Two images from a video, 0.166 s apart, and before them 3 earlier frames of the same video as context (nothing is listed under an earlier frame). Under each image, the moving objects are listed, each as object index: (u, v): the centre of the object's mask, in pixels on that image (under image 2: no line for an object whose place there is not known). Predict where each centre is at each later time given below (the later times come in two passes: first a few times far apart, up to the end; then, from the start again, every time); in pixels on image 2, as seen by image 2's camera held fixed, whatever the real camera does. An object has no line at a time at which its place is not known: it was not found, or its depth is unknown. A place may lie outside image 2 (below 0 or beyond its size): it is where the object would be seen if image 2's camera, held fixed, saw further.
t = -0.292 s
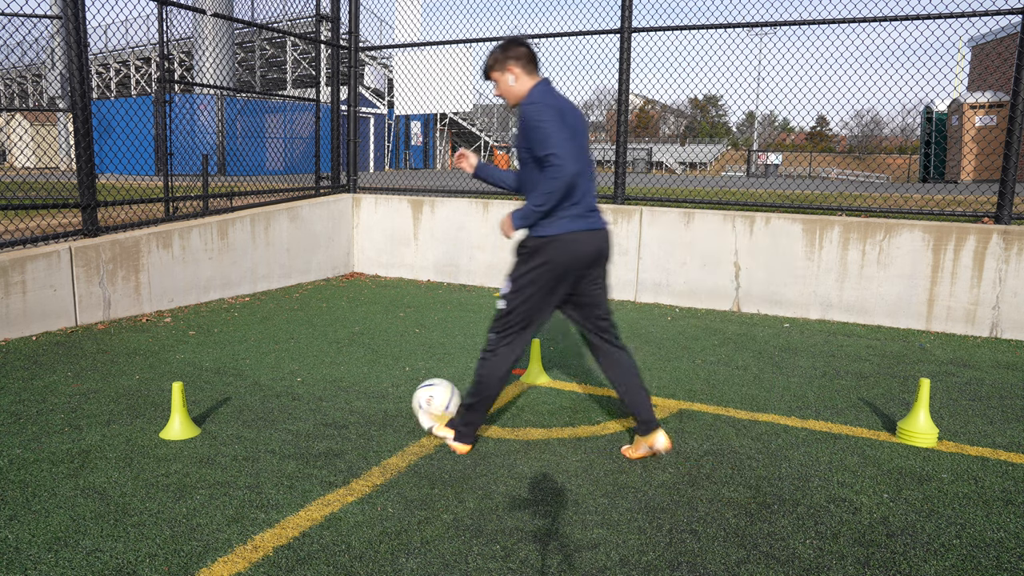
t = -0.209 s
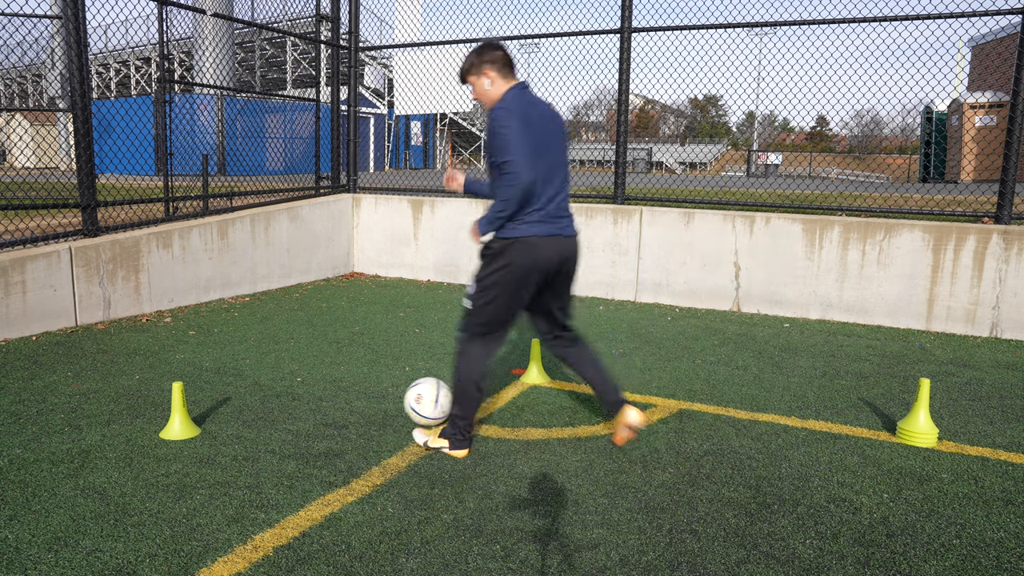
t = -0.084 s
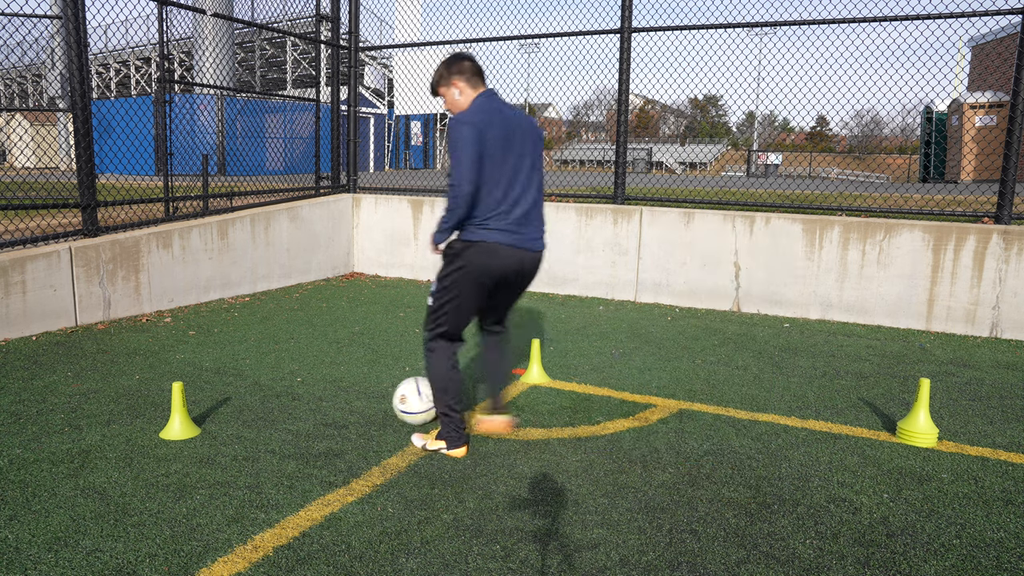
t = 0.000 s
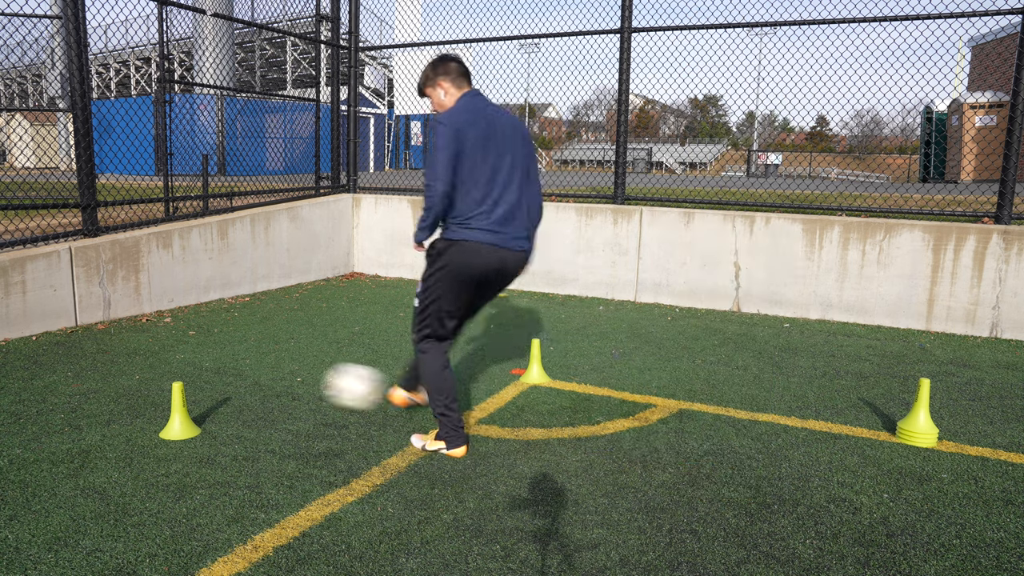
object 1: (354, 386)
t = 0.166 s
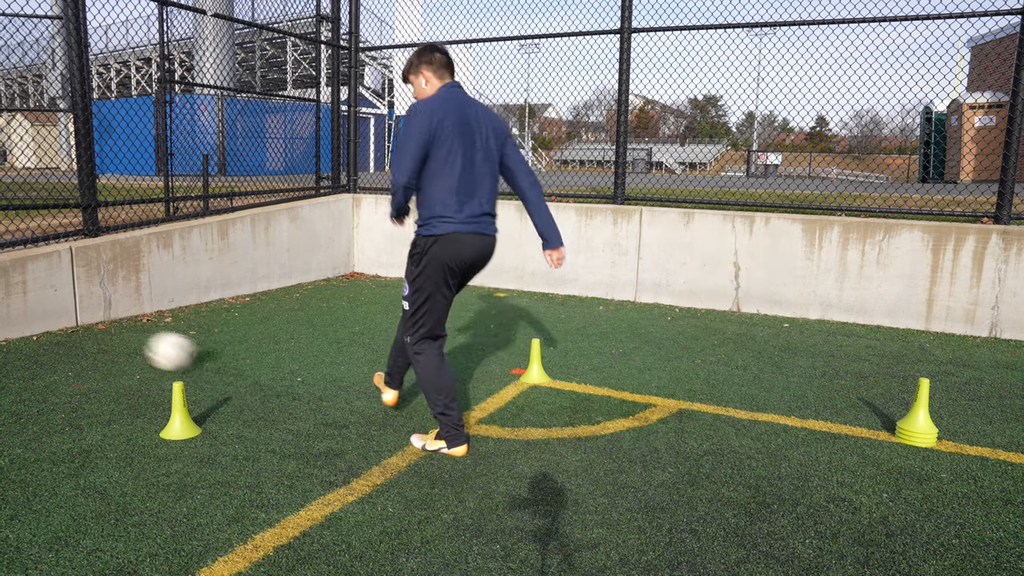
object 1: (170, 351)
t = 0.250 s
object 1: (106, 336)
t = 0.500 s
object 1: (100, 317)
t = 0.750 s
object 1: (235, 358)
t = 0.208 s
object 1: (137, 342)
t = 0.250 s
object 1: (106, 336)
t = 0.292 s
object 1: (76, 333)
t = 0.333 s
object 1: (51, 325)
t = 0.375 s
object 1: (43, 319)
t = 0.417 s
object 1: (60, 315)
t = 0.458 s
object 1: (79, 315)
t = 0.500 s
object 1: (100, 317)
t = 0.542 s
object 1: (123, 321)
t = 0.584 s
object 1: (146, 329)
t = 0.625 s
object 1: (170, 340)
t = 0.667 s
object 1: (196, 354)
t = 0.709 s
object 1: (219, 361)
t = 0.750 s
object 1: (235, 358)
